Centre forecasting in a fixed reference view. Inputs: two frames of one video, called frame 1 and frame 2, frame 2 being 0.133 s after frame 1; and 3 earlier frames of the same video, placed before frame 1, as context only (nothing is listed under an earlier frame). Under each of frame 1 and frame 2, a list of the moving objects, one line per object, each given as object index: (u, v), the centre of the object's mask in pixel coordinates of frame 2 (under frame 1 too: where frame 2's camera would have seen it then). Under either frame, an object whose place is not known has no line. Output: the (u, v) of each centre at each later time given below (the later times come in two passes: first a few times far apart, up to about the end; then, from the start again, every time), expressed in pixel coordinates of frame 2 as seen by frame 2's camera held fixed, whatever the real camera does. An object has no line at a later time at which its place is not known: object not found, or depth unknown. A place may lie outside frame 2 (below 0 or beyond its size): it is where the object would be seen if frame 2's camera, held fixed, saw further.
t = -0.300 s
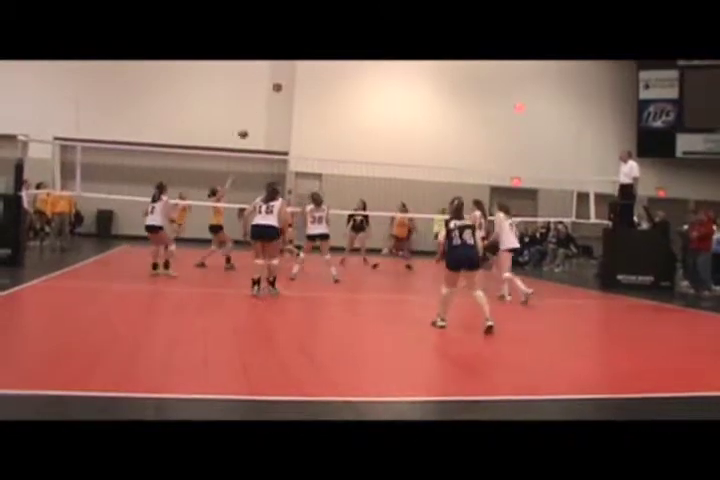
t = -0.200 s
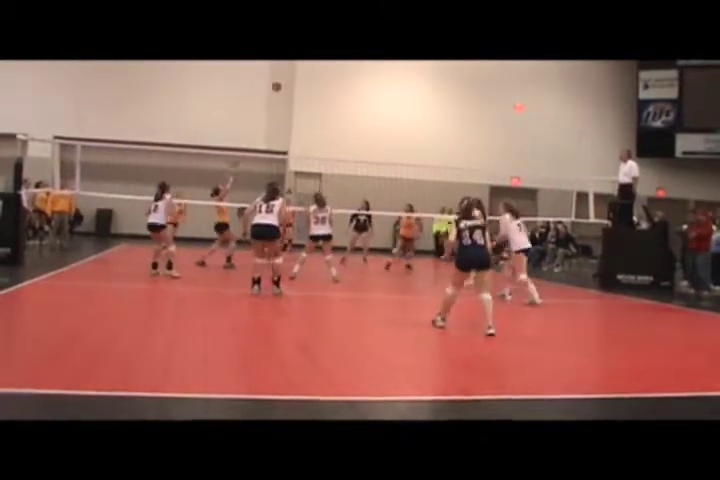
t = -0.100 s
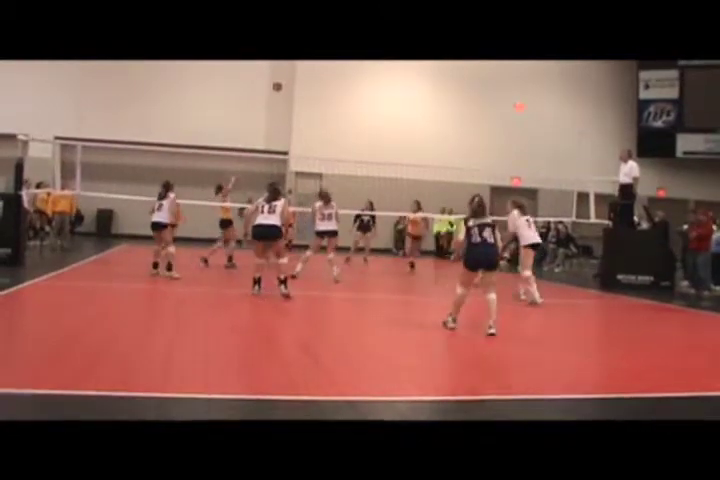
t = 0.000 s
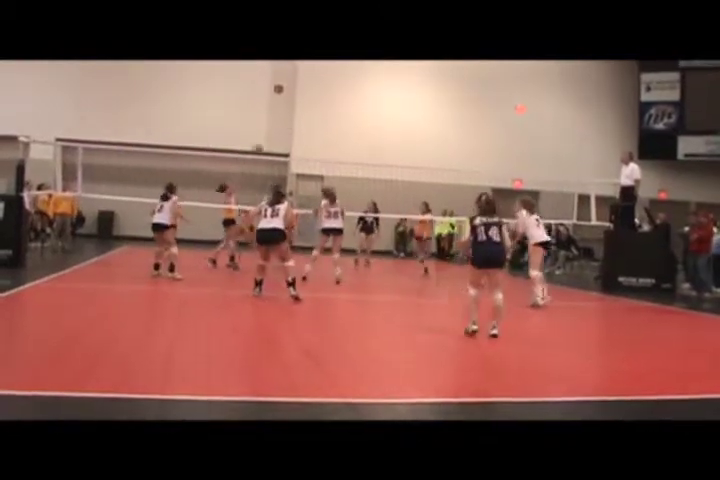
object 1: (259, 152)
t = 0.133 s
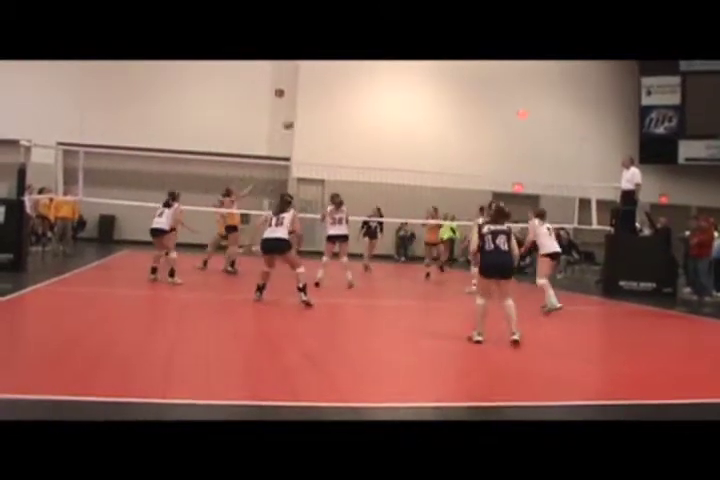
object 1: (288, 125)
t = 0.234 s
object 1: (309, 109)
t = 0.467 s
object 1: (354, 94)
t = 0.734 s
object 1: (403, 107)
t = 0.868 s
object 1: (426, 125)
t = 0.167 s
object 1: (294, 119)
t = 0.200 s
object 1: (301, 114)
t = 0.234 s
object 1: (309, 109)
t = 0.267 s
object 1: (315, 105)
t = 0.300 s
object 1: (322, 102)
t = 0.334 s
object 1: (328, 100)
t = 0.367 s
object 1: (334, 98)
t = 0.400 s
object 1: (342, 96)
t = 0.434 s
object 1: (348, 94)
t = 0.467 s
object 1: (354, 94)
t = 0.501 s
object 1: (361, 94)
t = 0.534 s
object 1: (367, 94)
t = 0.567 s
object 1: (374, 95)
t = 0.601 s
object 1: (379, 96)
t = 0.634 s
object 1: (385, 99)
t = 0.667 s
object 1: (391, 100)
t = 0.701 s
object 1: (397, 104)
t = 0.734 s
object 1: (403, 107)
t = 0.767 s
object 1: (409, 111)
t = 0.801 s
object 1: (414, 115)
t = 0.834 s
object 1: (420, 120)
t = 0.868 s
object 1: (426, 125)
